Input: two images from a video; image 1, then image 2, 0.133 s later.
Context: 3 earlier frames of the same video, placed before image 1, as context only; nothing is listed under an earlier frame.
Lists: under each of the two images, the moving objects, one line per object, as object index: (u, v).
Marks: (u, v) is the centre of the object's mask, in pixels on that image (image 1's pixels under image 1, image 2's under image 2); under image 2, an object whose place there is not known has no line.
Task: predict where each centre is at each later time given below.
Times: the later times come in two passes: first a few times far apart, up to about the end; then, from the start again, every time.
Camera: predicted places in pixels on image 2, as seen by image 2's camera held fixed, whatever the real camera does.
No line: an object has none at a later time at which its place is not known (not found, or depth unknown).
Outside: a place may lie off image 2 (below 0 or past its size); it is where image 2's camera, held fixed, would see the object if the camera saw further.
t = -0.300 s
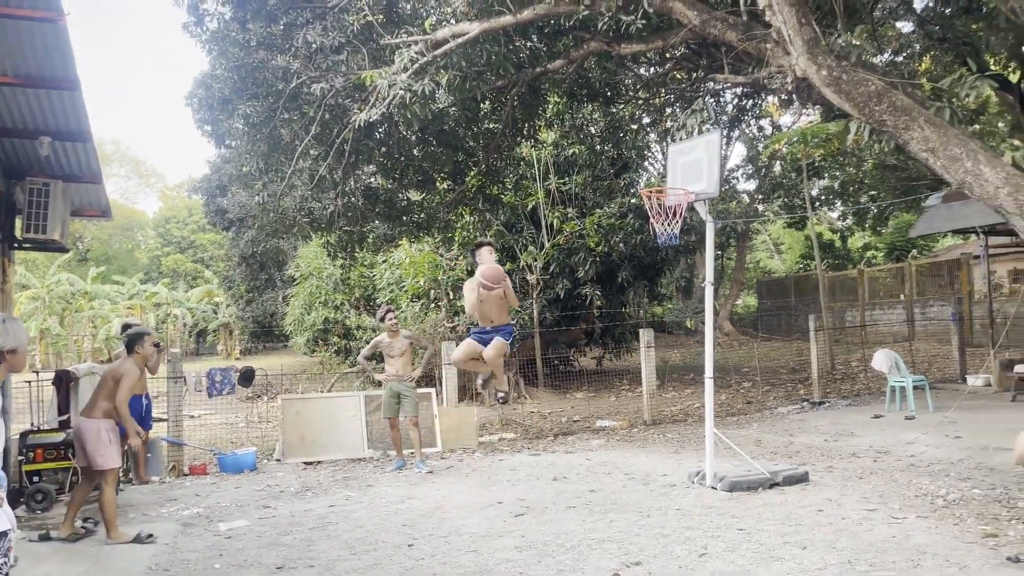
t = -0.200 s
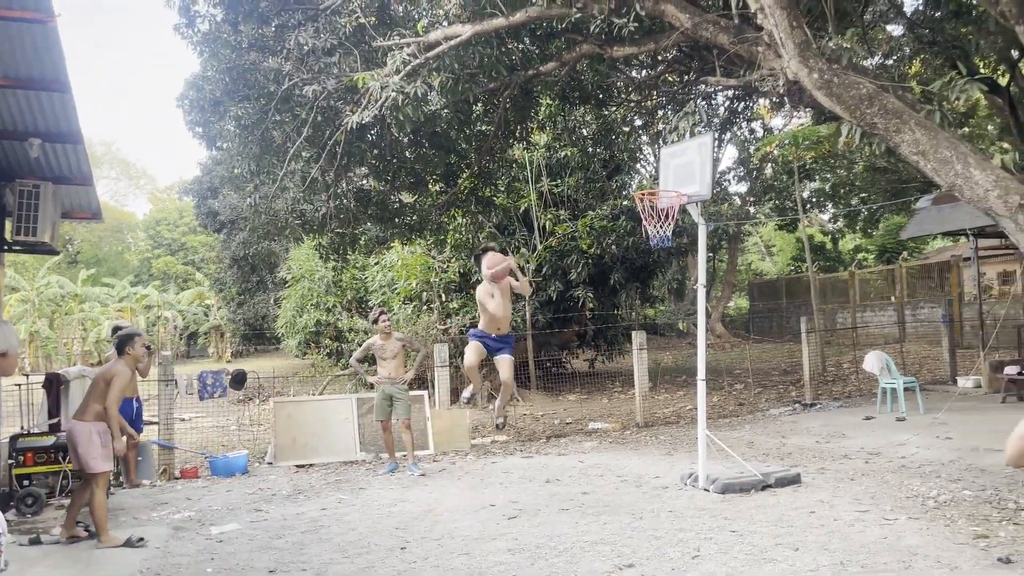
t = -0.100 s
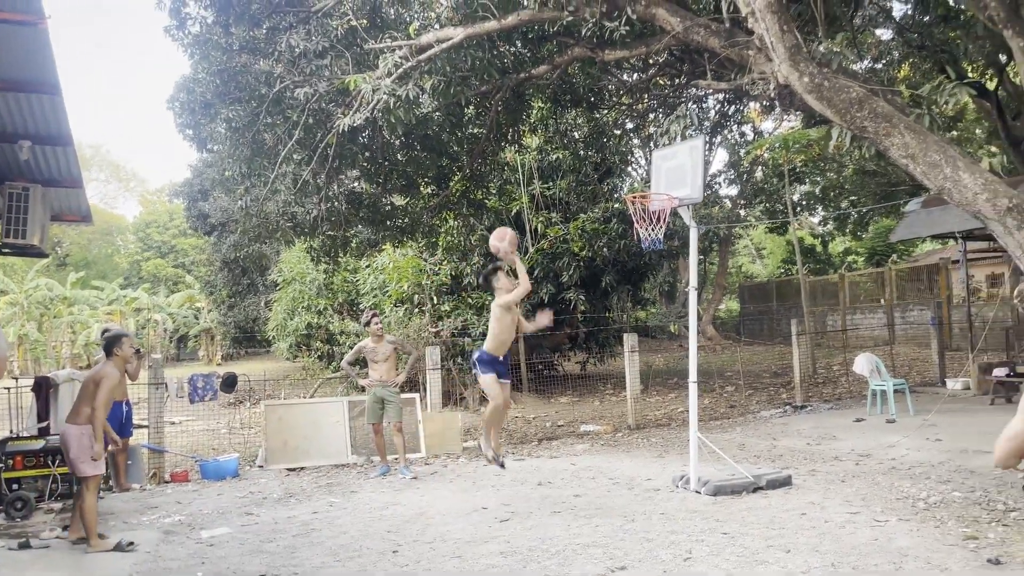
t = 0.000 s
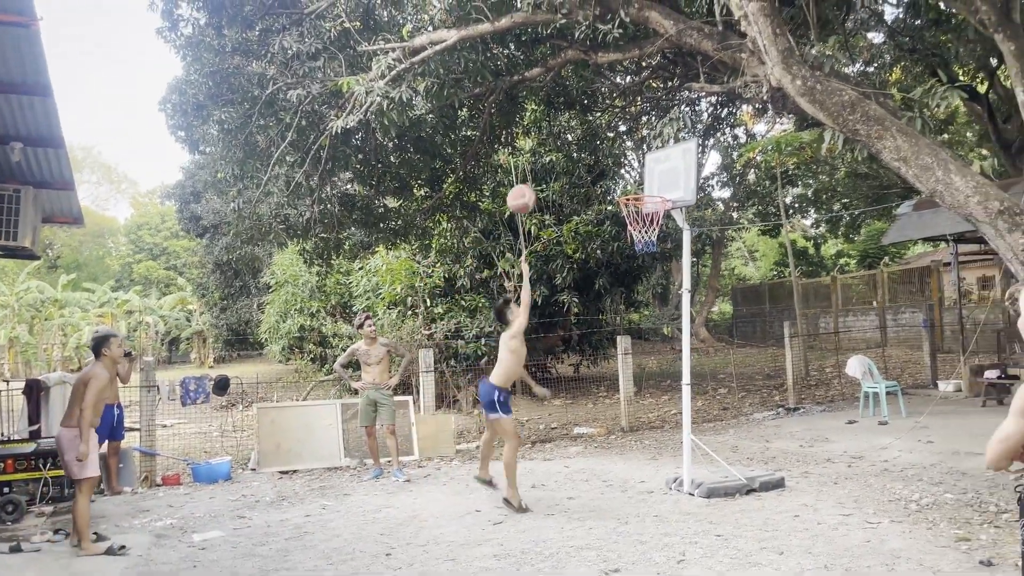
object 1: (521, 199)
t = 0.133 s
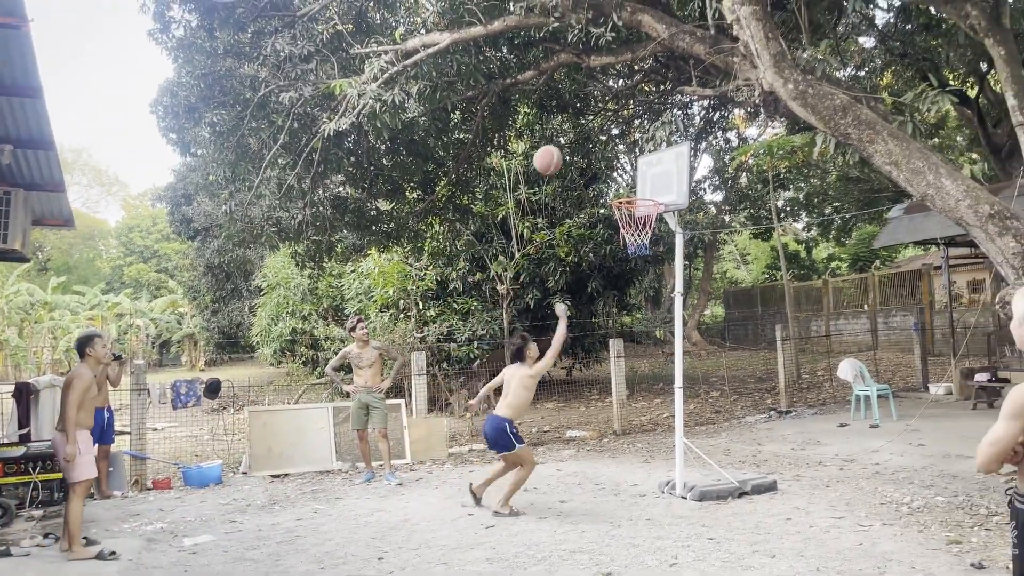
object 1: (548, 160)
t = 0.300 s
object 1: (585, 137)
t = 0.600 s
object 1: (662, 166)
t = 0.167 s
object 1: (556, 153)
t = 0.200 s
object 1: (560, 150)
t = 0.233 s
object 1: (569, 144)
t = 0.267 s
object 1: (581, 138)
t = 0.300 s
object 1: (585, 137)
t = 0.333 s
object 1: (594, 135)
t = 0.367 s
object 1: (607, 135)
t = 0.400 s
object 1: (615, 136)
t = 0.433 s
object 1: (619, 137)
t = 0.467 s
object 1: (628, 141)
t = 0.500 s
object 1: (640, 147)
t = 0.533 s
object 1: (644, 150)
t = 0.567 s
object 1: (652, 157)
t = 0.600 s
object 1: (662, 166)
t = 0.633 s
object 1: (662, 176)
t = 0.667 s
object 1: (661, 180)
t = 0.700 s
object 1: (660, 188)
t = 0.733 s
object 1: (659, 185)
